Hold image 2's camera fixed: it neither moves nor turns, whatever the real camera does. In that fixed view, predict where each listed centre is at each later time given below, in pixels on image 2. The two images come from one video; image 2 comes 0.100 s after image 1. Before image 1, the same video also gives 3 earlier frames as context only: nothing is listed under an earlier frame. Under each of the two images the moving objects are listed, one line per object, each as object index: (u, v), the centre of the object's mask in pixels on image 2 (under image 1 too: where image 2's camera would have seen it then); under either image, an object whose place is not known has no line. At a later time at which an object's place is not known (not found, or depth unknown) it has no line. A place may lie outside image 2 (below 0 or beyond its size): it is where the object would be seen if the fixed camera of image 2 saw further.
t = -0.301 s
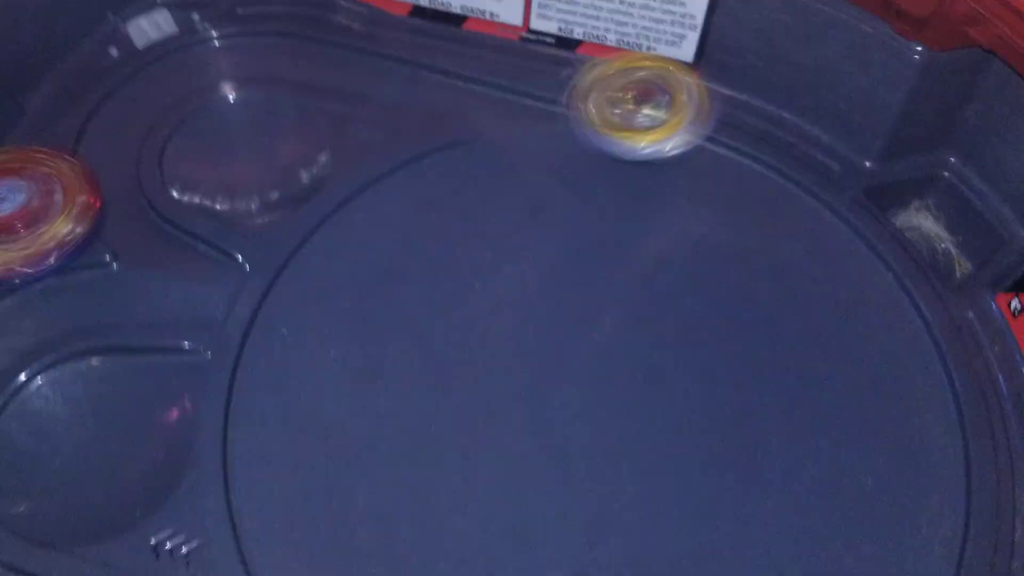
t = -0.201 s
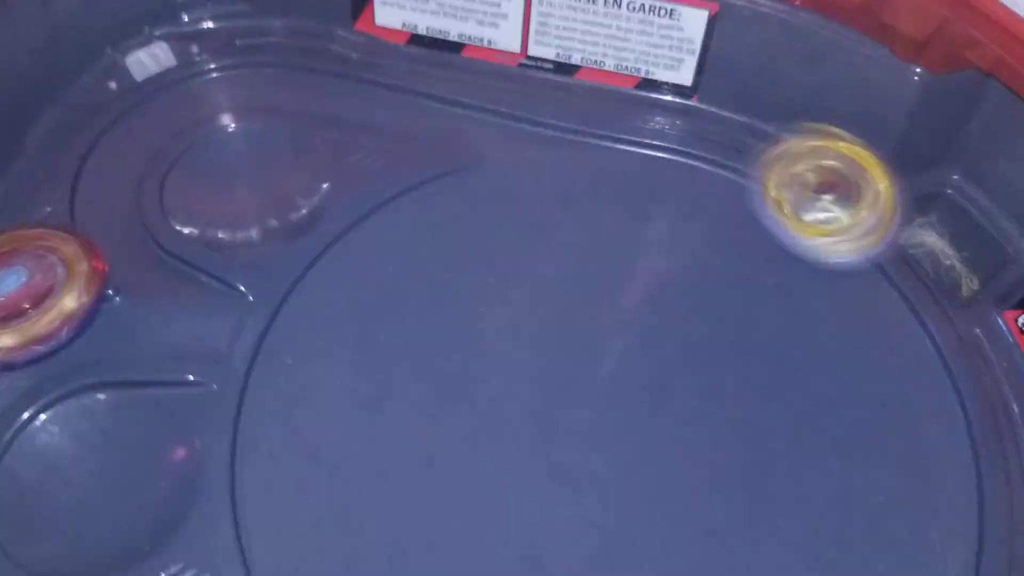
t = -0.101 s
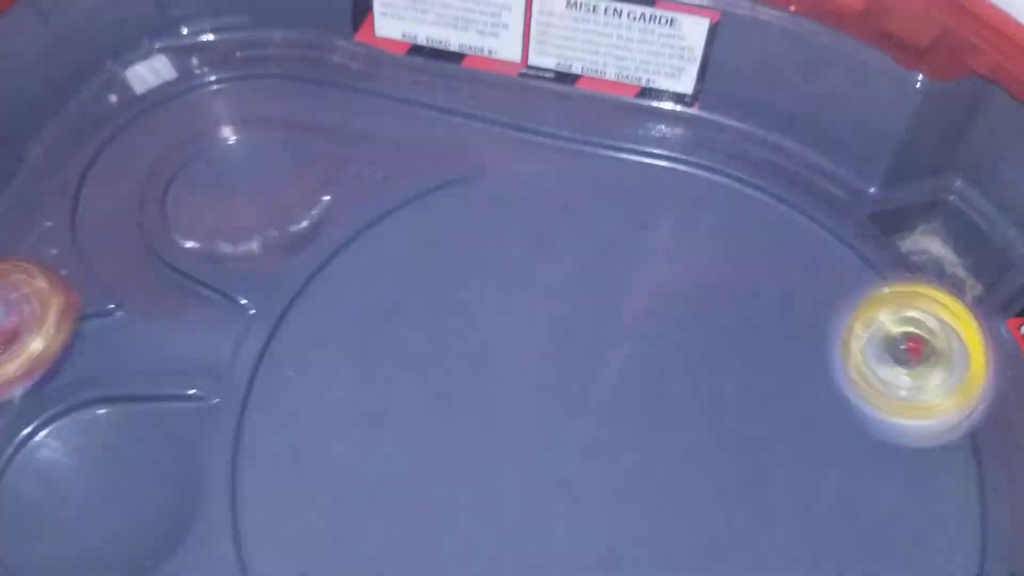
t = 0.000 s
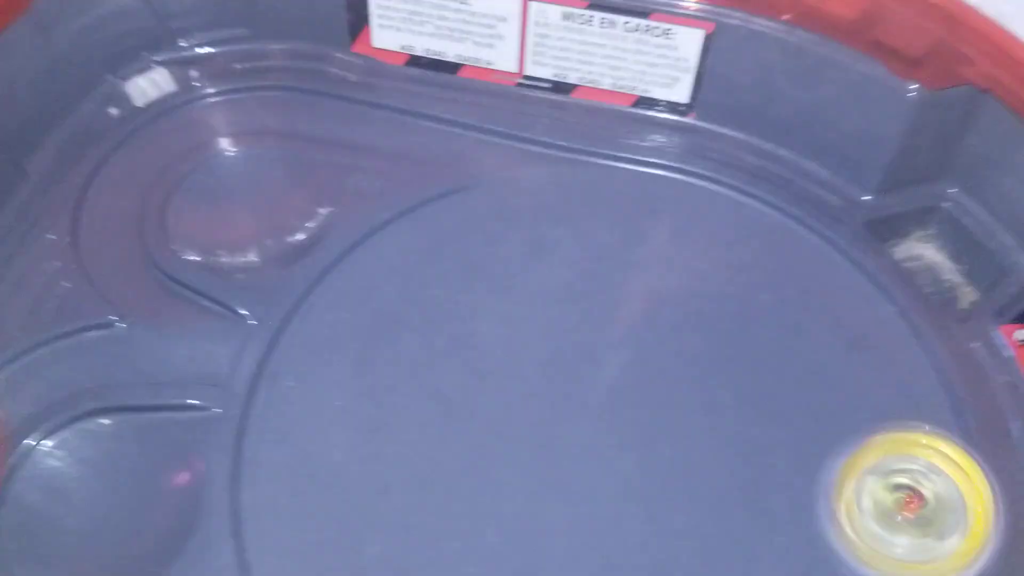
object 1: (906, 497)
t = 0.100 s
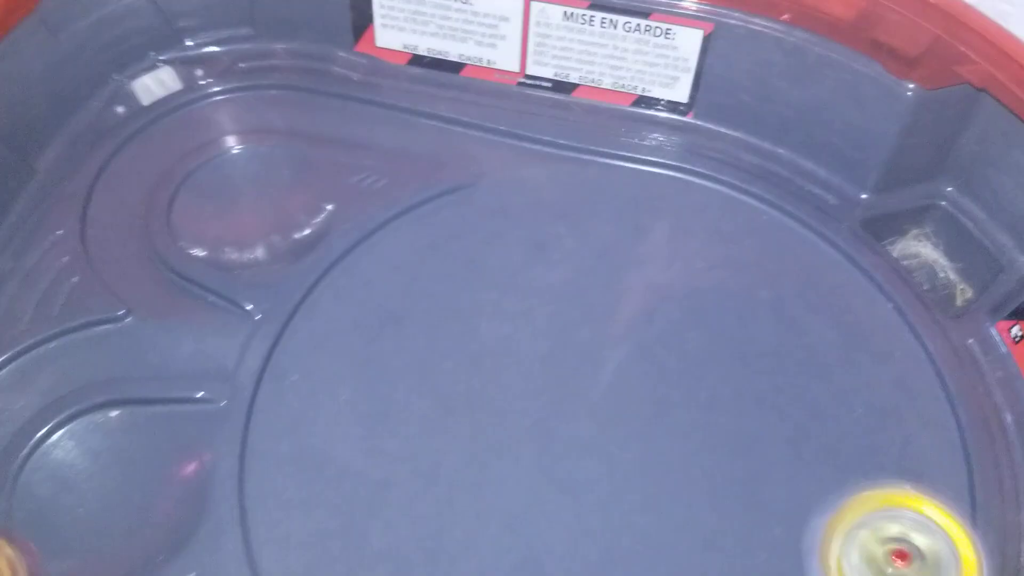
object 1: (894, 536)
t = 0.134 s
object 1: (891, 546)
